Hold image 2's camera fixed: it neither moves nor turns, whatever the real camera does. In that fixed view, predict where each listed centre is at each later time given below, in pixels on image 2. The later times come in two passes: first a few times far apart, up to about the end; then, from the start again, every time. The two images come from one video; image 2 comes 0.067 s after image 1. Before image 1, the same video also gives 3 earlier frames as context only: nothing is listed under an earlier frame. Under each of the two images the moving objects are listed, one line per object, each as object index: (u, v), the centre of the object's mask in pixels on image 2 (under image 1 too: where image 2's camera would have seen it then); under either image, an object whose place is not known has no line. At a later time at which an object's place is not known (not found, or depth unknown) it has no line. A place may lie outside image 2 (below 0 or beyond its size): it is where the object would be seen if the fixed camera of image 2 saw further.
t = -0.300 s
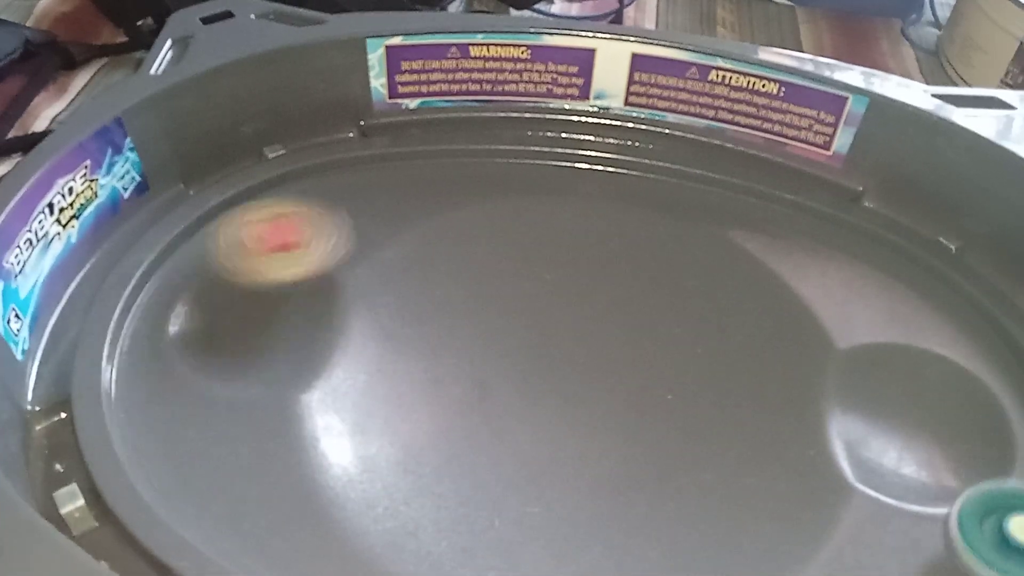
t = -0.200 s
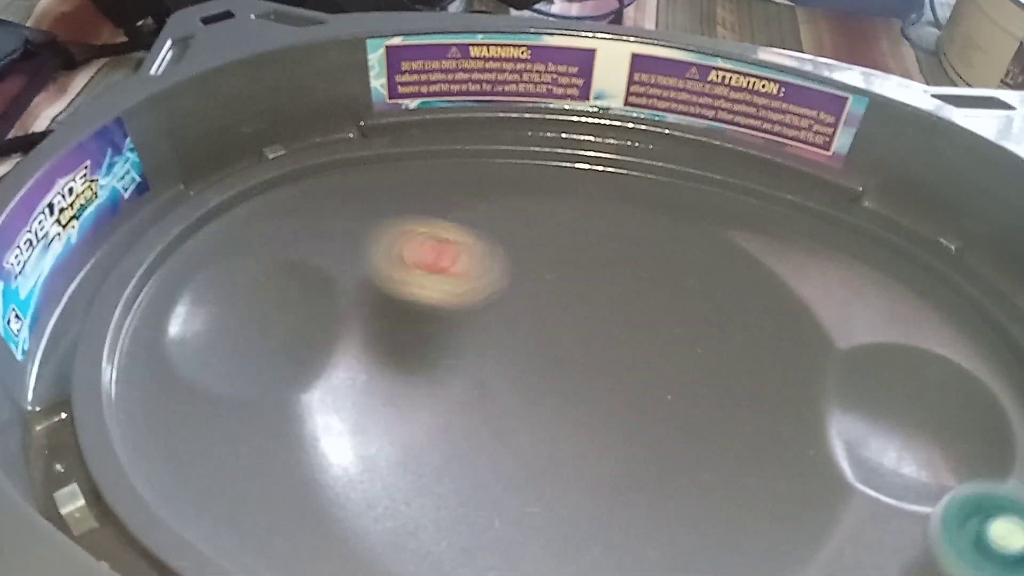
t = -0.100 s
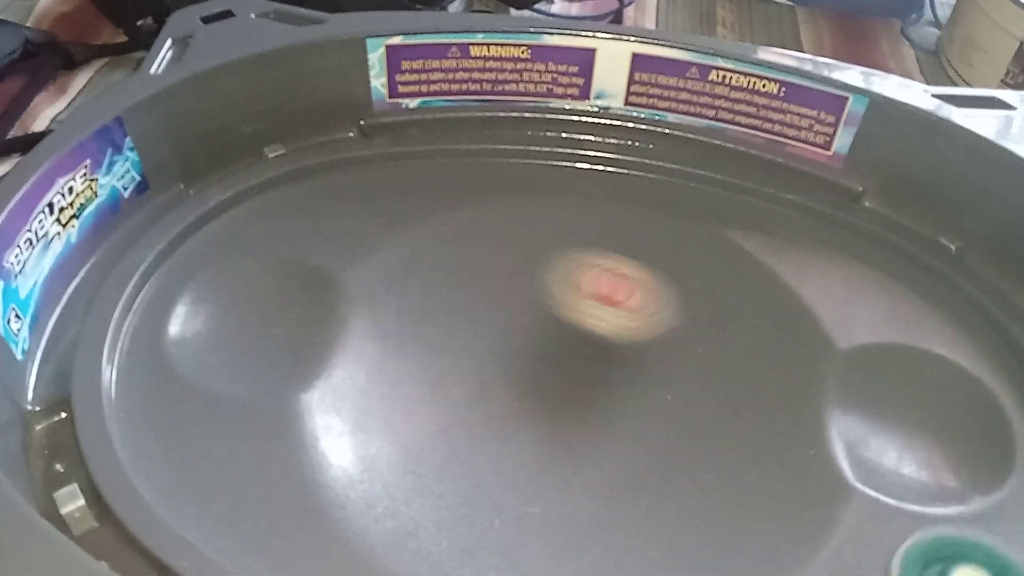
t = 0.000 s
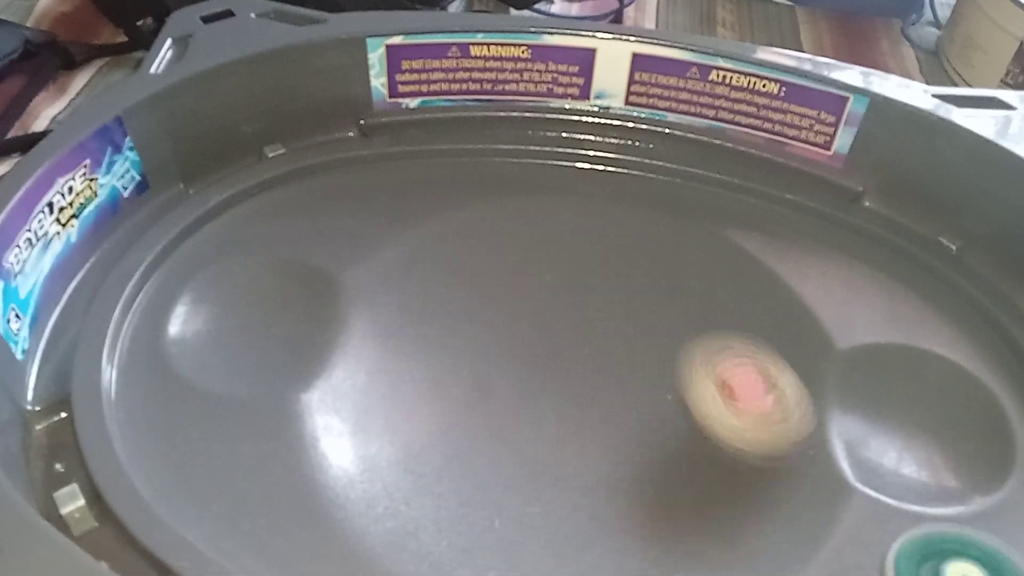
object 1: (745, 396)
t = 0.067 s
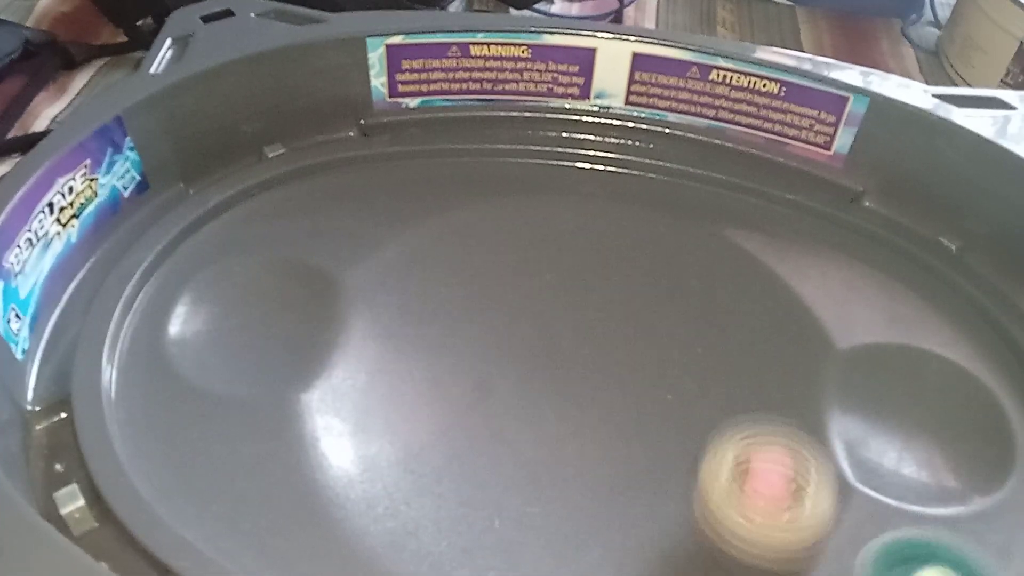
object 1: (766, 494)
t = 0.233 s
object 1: (549, 555)
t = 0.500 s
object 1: (454, 319)
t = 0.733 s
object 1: (796, 310)
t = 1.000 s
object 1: (977, 477)
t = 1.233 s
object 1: (995, 452)
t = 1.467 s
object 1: (868, 433)
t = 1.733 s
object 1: (560, 349)
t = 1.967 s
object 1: (659, 313)
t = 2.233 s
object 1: (582, 339)
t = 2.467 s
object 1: (594, 332)
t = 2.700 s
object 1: (500, 406)
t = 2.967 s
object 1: (550, 312)
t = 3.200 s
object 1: (418, 220)
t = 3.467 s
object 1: (611, 395)
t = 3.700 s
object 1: (428, 521)
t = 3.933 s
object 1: (389, 400)
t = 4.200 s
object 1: (716, 392)
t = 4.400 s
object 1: (868, 525)
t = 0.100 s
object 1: (742, 525)
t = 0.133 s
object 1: (702, 545)
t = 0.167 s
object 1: (649, 559)
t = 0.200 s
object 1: (583, 563)
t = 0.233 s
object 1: (549, 555)
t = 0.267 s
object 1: (517, 548)
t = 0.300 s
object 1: (479, 539)
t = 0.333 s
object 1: (443, 523)
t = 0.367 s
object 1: (413, 487)
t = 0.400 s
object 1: (397, 442)
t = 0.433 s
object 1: (400, 393)
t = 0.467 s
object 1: (420, 354)
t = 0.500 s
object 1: (454, 319)
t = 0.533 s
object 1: (495, 294)
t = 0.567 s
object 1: (542, 277)
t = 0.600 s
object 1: (592, 268)
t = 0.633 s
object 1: (645, 267)
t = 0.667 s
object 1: (699, 273)
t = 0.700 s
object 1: (746, 287)
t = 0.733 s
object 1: (796, 310)
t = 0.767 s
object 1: (849, 348)
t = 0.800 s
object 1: (893, 401)
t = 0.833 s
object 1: (943, 434)
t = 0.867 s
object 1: (966, 449)
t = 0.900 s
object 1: (975, 459)
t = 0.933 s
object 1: (976, 470)
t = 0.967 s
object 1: (975, 475)
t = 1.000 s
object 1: (977, 477)
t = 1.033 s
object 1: (981, 475)
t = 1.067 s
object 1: (988, 471)
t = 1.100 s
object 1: (994, 467)
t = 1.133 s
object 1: (994, 465)
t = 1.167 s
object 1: (993, 459)
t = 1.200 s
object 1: (994, 455)
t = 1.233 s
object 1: (995, 452)
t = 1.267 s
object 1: (995, 451)
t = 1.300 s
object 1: (993, 449)
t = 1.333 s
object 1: (988, 451)
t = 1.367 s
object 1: (977, 458)
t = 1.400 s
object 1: (960, 462)
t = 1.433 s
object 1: (920, 456)
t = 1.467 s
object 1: (868, 433)
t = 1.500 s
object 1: (811, 412)
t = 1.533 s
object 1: (757, 401)
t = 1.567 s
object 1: (707, 392)
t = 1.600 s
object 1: (660, 386)
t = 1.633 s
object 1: (623, 379)
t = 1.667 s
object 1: (594, 371)
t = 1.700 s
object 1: (575, 361)
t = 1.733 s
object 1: (560, 349)
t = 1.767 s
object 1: (554, 334)
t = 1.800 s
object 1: (556, 319)
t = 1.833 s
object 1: (566, 305)
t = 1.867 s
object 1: (583, 295)
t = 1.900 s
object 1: (608, 291)
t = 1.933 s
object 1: (635, 297)
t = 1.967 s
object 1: (659, 313)
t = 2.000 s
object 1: (675, 339)
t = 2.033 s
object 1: (681, 370)
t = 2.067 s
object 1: (673, 401)
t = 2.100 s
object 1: (651, 423)
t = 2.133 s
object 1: (632, 408)
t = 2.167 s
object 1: (617, 378)
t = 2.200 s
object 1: (599, 355)
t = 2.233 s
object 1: (582, 339)
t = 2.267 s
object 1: (571, 328)
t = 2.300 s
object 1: (565, 320)
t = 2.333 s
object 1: (565, 317)
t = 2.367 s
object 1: (570, 313)
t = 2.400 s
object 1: (579, 313)
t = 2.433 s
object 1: (588, 319)
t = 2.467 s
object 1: (594, 332)
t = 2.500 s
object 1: (597, 345)
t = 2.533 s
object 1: (594, 362)
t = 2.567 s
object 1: (585, 378)
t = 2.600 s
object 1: (571, 393)
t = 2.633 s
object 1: (552, 403)
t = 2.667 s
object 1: (527, 408)
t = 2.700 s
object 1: (500, 406)
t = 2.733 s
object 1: (476, 396)
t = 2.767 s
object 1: (457, 379)
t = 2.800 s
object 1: (447, 358)
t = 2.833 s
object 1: (451, 338)
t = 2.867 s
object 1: (468, 320)
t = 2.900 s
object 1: (496, 310)
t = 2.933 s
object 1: (530, 310)
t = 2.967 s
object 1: (550, 312)
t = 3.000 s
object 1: (502, 278)
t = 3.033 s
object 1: (461, 251)
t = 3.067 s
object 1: (431, 230)
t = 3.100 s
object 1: (413, 218)
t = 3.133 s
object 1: (406, 216)
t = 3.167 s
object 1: (408, 217)
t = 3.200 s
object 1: (418, 220)
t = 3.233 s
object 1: (436, 227)
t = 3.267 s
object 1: (462, 236)
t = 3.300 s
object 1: (495, 250)
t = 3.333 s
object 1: (527, 267)
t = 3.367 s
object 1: (558, 291)
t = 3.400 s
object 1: (583, 324)
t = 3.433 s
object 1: (602, 359)
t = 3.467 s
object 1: (611, 395)
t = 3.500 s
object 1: (610, 431)
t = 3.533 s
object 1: (599, 464)
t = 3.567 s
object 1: (579, 490)
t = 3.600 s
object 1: (550, 511)
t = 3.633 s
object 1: (512, 520)
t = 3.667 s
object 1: (472, 523)
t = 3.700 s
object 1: (428, 521)
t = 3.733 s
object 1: (386, 508)
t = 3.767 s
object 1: (362, 493)
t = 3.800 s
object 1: (351, 480)
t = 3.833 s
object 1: (350, 467)
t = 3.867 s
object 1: (354, 448)
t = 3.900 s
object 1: (364, 425)
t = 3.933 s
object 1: (389, 400)
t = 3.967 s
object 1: (421, 379)
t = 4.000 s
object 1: (460, 366)
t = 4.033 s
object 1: (500, 360)
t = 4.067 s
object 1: (546, 358)
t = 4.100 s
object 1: (590, 361)
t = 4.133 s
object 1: (634, 369)
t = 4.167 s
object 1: (677, 379)
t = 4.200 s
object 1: (716, 392)
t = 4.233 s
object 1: (755, 408)
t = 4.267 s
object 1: (786, 427)
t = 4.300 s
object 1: (813, 453)
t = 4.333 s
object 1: (831, 480)
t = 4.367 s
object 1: (850, 512)
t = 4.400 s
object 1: (868, 525)
